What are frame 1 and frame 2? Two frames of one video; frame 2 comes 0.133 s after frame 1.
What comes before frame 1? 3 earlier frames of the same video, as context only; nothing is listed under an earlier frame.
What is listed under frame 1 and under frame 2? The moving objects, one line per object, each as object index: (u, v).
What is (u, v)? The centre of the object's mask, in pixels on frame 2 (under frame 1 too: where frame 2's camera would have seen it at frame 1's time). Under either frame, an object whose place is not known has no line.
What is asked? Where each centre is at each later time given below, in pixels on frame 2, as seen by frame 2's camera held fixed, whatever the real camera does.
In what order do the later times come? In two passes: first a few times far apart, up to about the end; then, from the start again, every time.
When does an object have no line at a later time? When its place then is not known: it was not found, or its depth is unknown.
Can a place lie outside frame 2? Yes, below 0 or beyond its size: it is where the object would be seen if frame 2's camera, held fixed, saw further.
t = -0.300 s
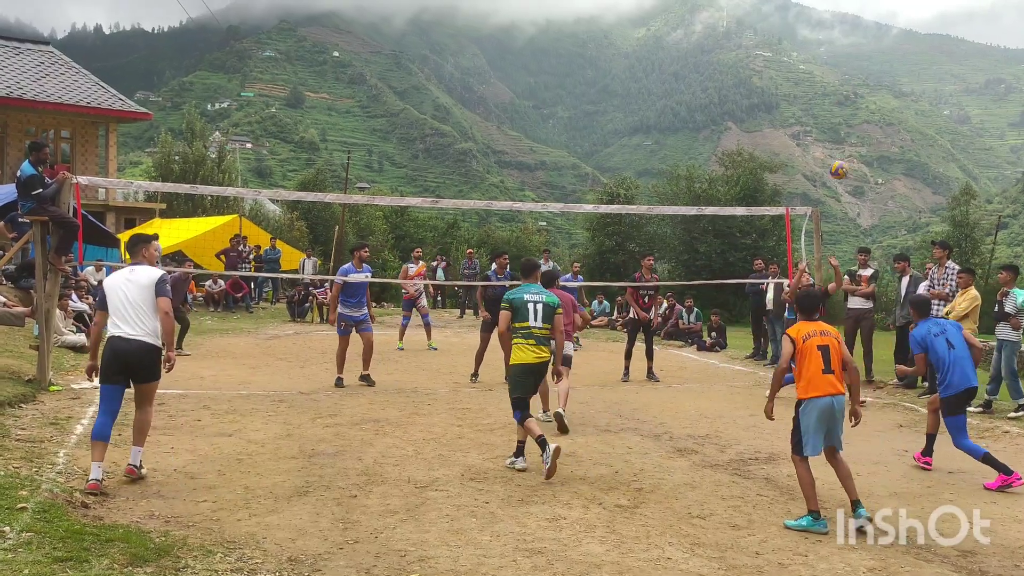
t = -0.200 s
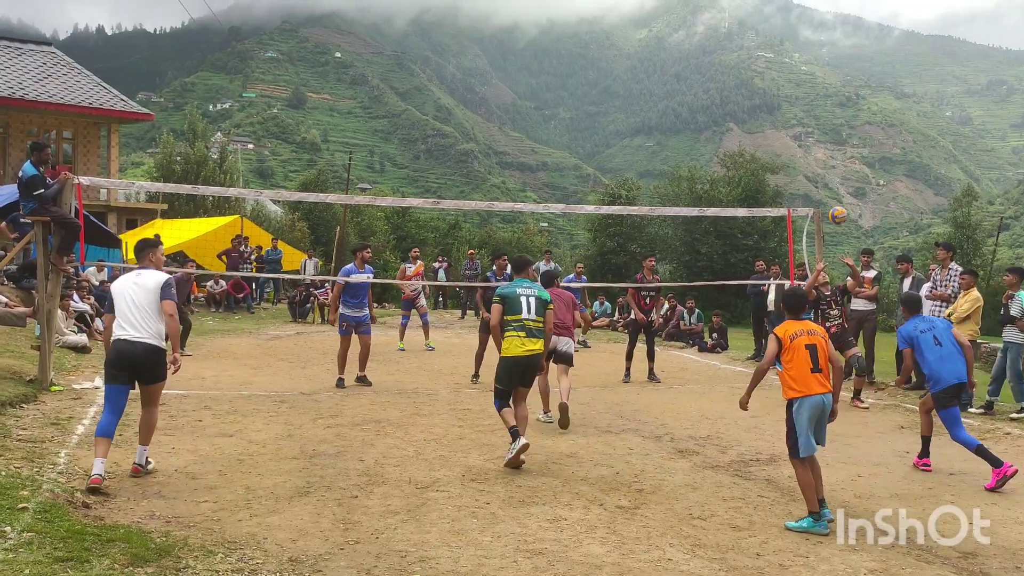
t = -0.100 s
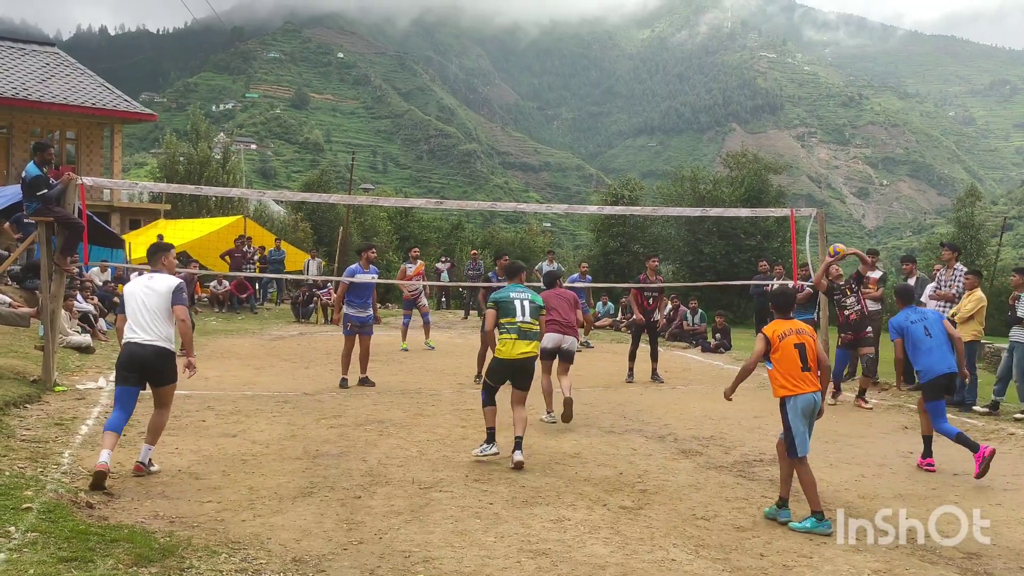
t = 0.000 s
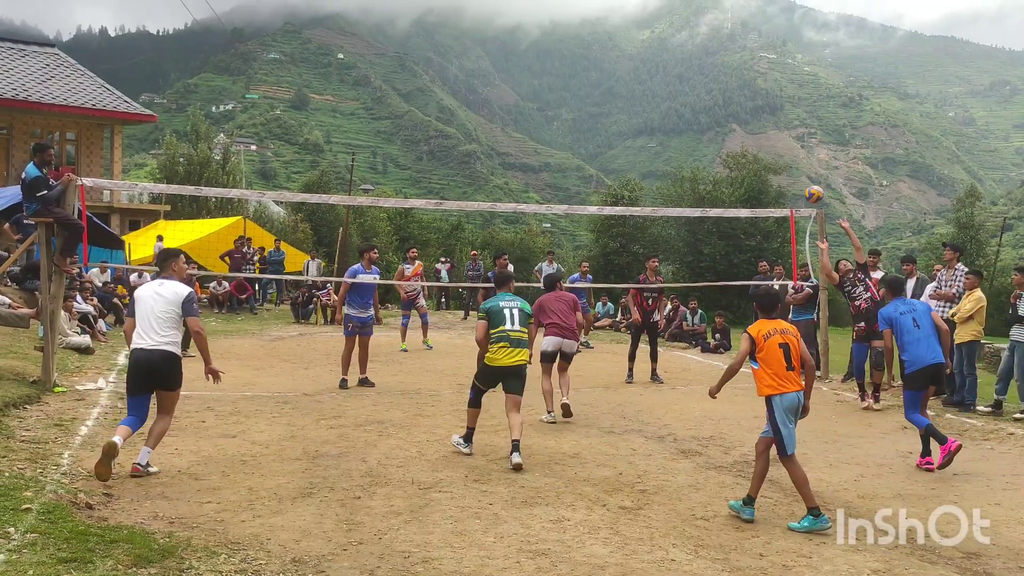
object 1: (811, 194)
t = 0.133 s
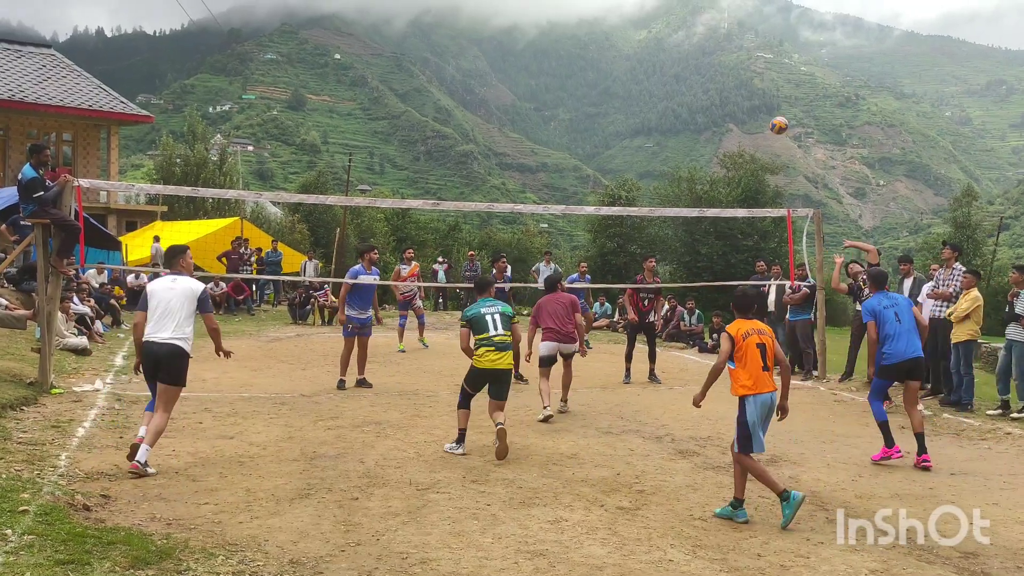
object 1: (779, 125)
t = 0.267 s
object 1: (747, 72)
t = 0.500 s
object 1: (689, 15)
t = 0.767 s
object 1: (622, 8)
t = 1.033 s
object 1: (554, 60)
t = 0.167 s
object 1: (771, 111)
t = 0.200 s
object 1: (763, 97)
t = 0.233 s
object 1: (755, 84)
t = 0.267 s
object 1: (747, 72)
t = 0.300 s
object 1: (738, 61)
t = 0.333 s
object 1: (730, 51)
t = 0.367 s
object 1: (722, 42)
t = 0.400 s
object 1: (714, 33)
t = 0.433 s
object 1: (706, 26)
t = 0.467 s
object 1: (698, 21)
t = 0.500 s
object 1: (689, 15)
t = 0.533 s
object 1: (681, 11)
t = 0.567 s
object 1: (672, 8)
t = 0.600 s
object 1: (664, 5)
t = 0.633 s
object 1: (655, 4)
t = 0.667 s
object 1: (647, 4)
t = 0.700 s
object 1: (639, 4)
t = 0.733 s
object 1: (630, 5)
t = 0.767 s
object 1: (622, 8)
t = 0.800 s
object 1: (613, 11)
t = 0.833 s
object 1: (605, 16)
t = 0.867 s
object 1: (596, 21)
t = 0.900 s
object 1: (588, 27)
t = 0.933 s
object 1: (580, 34)
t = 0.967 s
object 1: (571, 41)
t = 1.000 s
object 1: (563, 50)
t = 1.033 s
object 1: (554, 60)
